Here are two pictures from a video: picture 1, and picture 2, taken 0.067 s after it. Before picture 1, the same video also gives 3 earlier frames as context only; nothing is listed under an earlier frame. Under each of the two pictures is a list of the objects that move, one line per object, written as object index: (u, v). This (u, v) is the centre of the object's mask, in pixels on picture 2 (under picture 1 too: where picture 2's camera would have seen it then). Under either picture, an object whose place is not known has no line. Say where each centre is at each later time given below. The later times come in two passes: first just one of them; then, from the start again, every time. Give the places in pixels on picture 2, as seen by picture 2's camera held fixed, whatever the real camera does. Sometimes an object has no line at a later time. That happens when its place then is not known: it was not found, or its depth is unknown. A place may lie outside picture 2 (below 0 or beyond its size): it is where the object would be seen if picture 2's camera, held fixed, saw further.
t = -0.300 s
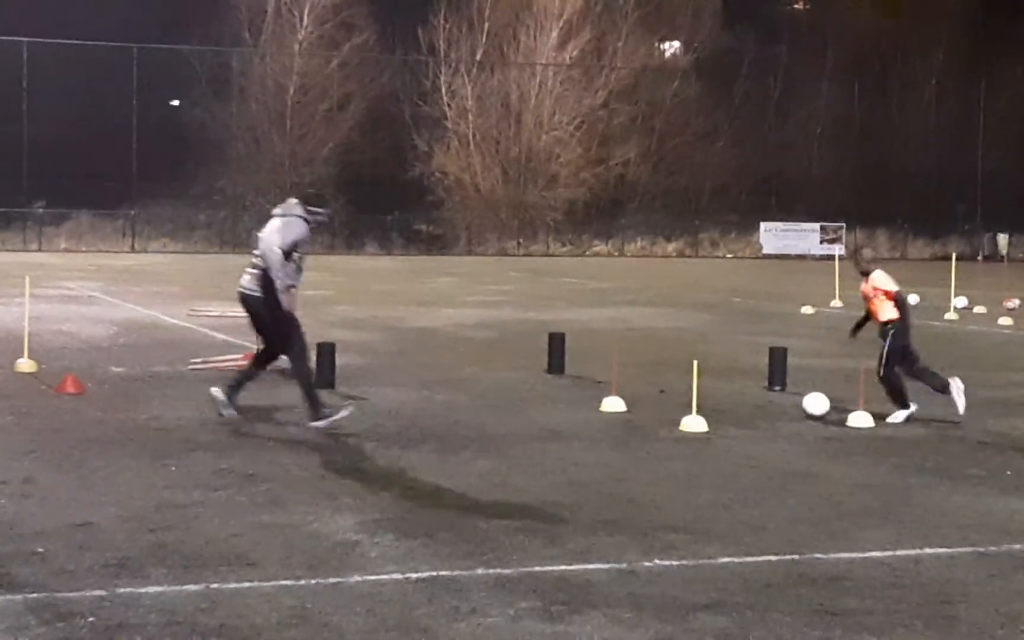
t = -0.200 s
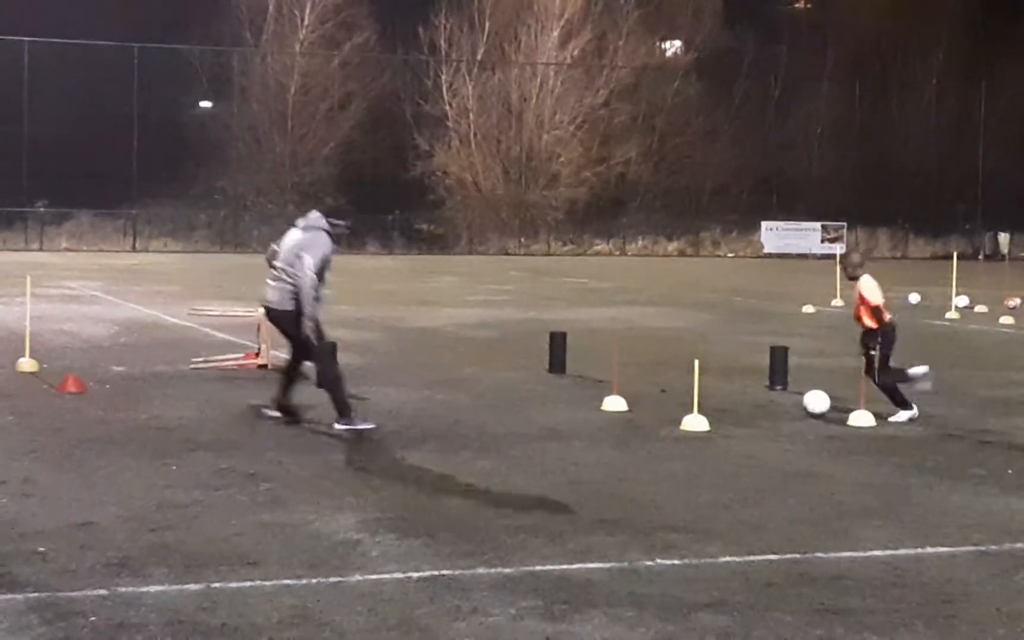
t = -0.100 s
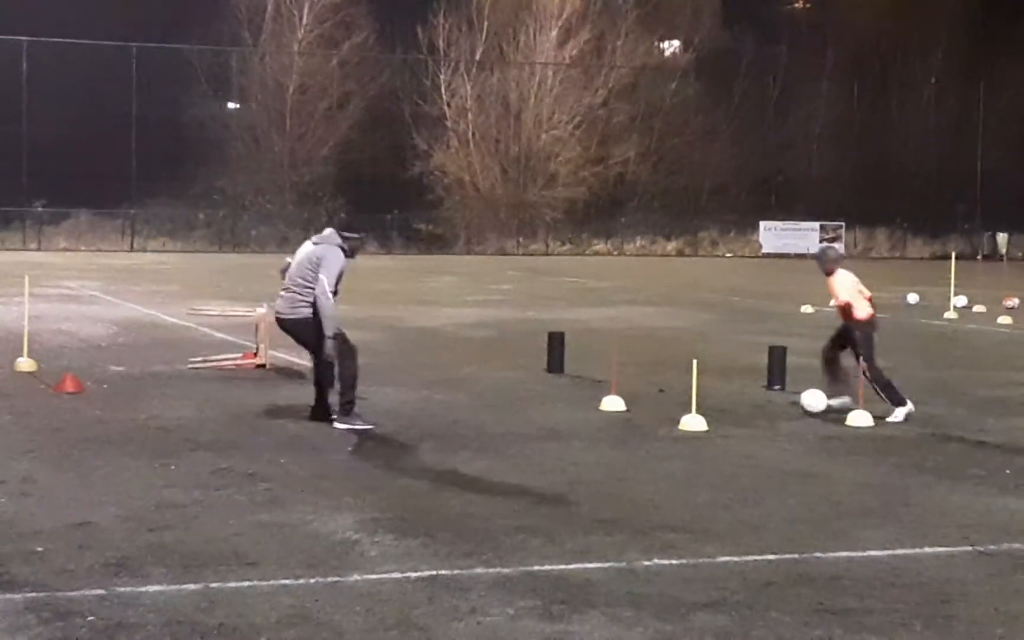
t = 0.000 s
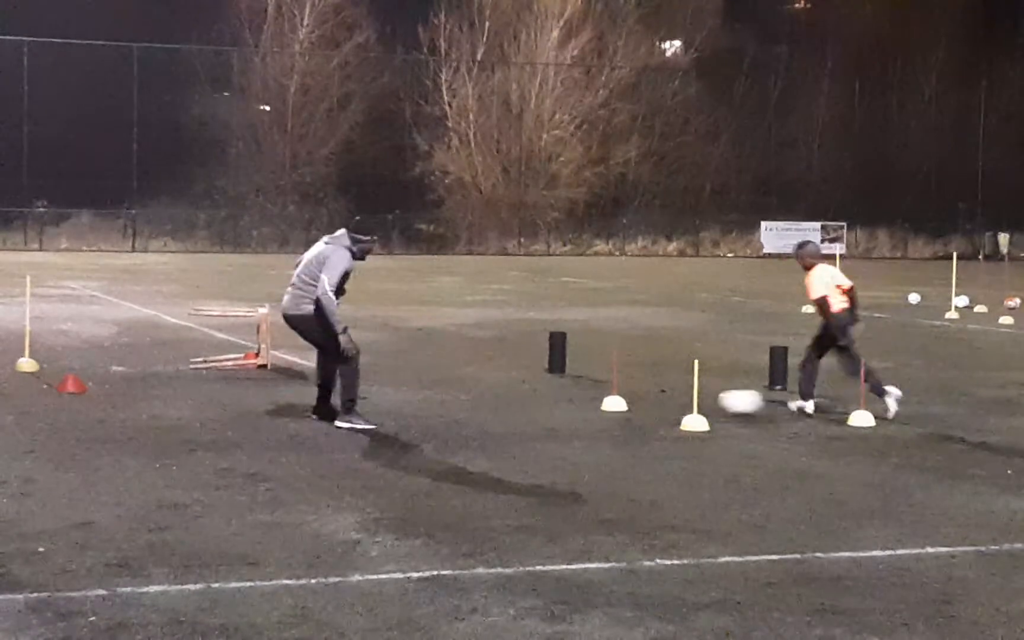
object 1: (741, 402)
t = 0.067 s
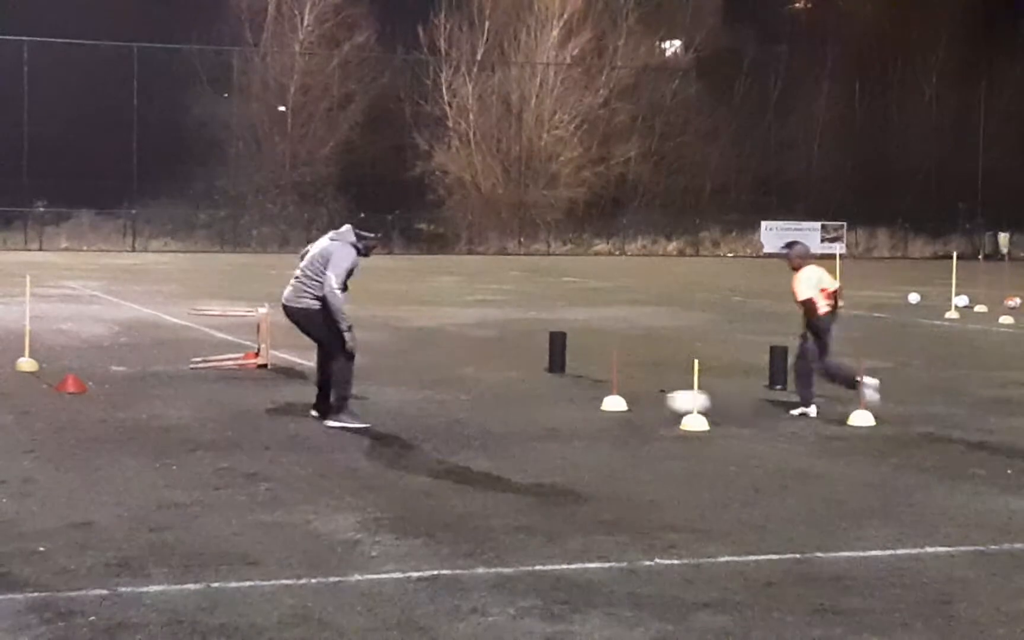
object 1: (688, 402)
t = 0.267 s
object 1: (542, 404)
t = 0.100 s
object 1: (662, 402)
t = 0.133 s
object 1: (640, 401)
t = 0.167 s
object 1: (613, 403)
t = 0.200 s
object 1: (585, 402)
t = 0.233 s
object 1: (564, 403)
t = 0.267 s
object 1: (542, 404)
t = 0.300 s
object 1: (519, 404)
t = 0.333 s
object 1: (498, 404)
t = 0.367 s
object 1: (477, 404)
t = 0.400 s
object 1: (456, 403)
